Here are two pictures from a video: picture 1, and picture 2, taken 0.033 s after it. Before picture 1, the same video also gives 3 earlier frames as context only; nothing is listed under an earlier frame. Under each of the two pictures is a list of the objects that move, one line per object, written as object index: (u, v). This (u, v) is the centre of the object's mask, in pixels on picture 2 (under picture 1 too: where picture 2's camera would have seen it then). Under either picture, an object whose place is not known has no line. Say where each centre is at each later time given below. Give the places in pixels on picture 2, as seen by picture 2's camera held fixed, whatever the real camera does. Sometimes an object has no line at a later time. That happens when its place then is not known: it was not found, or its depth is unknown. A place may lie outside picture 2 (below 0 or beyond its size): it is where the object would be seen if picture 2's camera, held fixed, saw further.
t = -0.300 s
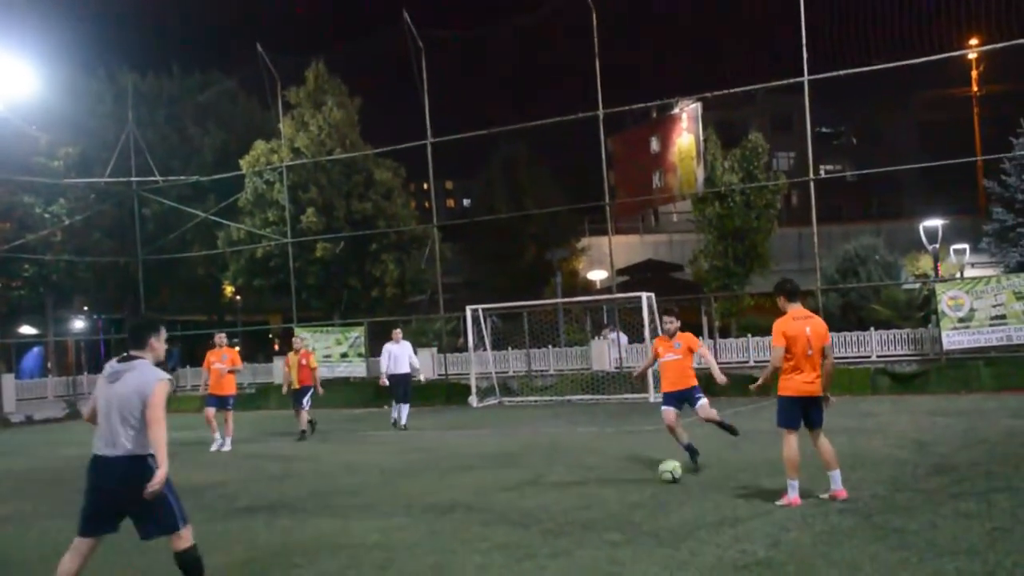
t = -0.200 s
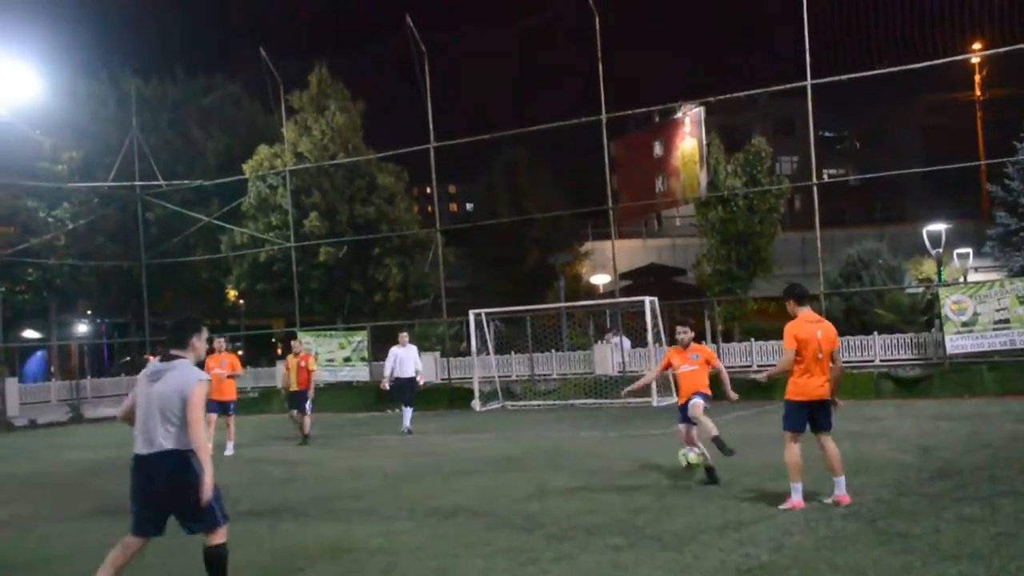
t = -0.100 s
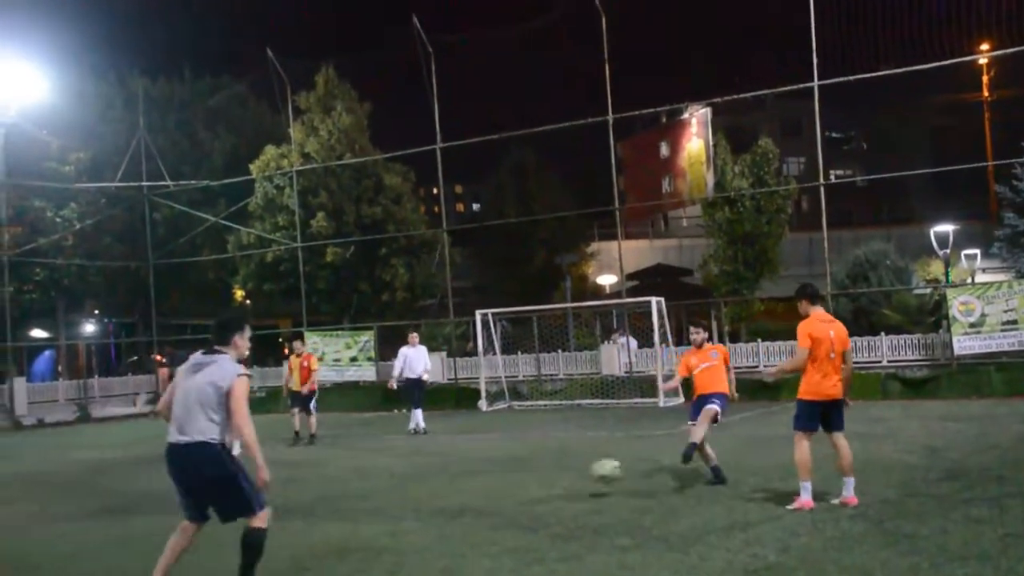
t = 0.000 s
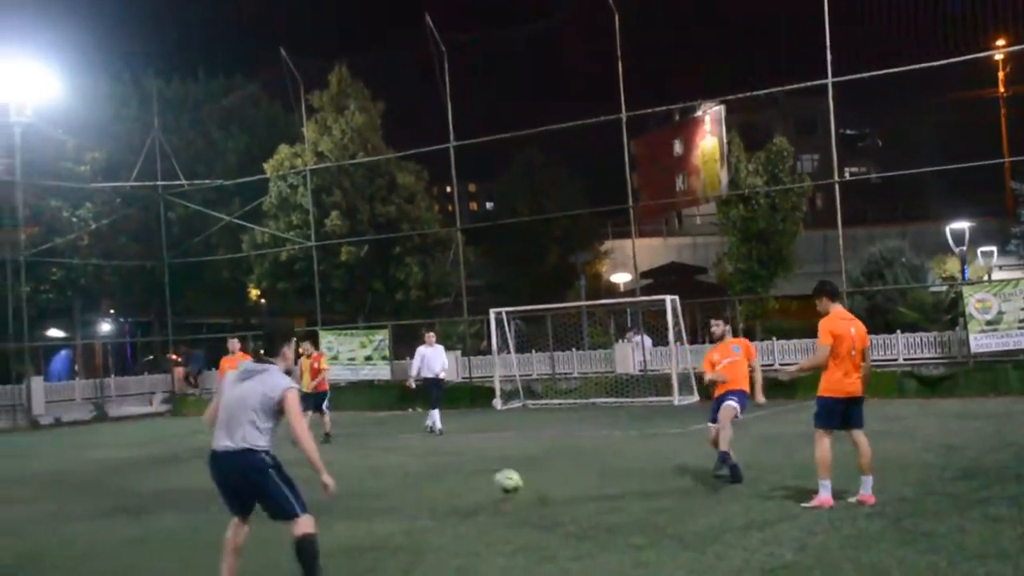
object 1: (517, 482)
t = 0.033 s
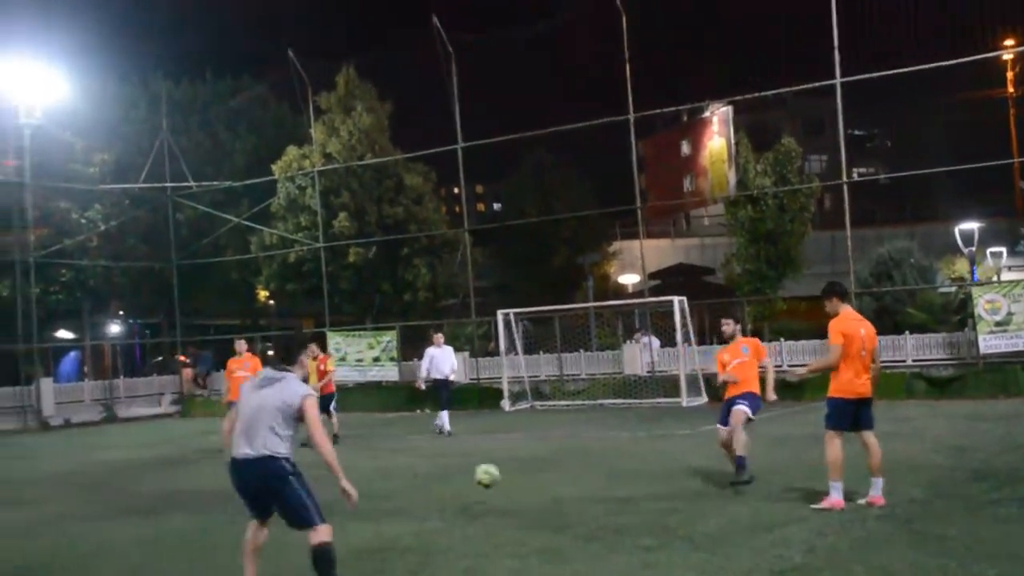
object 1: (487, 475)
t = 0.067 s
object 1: (459, 470)
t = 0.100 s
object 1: (431, 465)
